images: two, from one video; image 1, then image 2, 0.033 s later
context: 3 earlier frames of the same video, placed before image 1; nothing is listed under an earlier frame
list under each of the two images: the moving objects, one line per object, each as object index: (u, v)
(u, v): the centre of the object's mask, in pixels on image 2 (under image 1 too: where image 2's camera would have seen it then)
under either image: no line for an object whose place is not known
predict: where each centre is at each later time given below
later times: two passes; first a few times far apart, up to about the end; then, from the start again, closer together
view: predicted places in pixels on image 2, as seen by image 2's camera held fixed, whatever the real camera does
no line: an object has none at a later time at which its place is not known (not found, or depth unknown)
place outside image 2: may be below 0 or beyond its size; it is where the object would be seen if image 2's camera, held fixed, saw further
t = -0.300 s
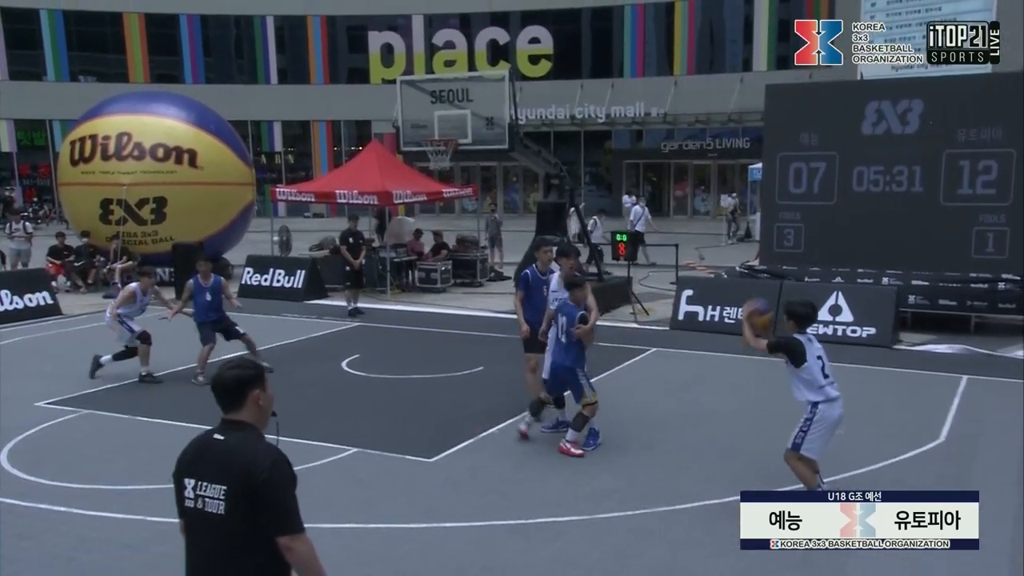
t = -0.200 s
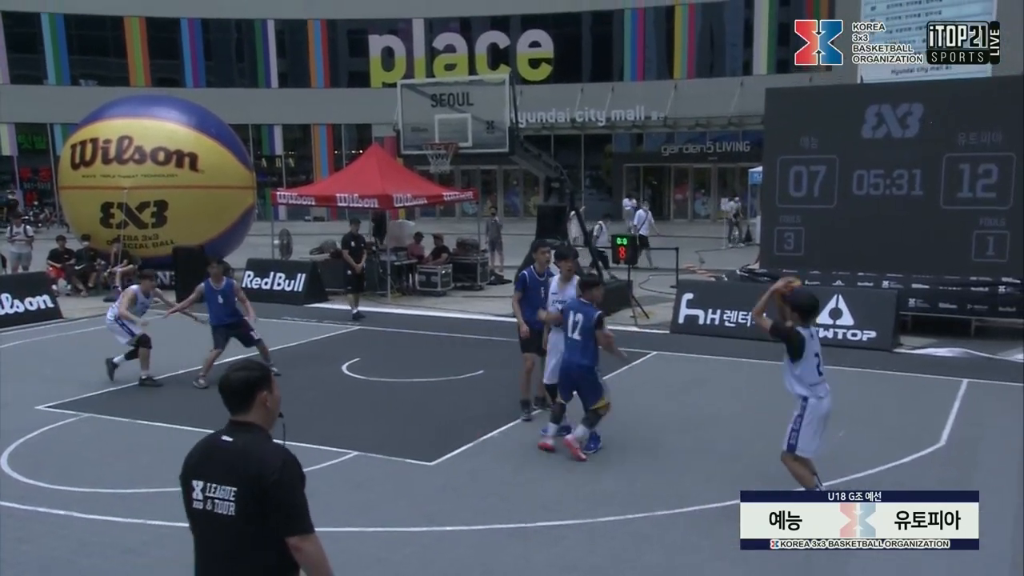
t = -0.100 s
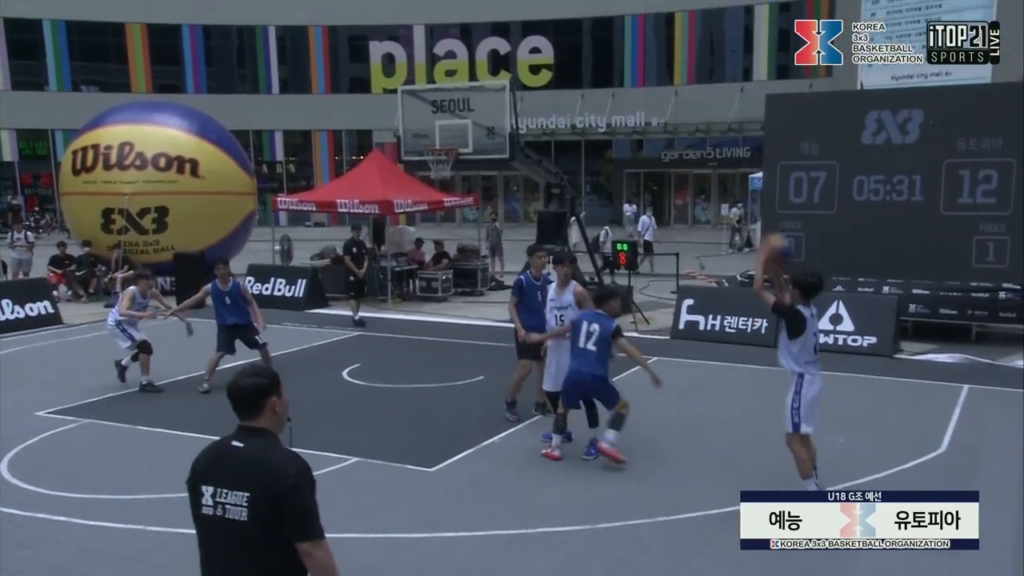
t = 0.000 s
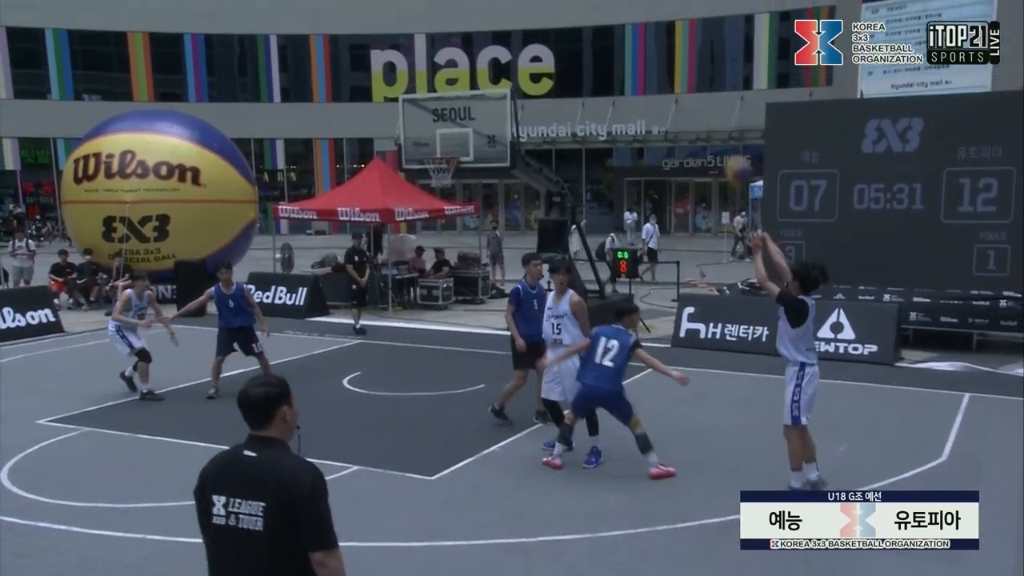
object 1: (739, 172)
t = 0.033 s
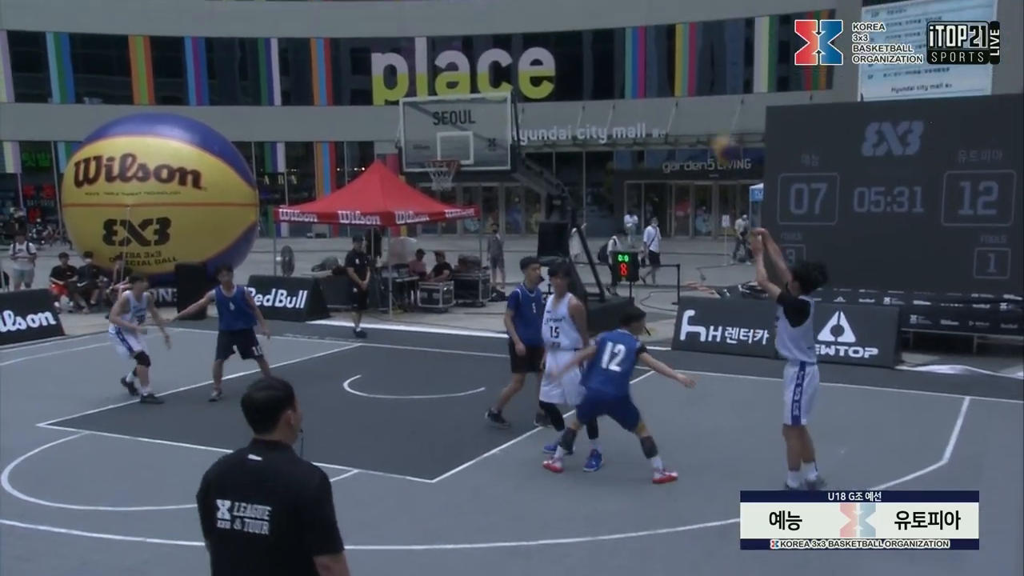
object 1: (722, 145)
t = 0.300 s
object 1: (634, 17)
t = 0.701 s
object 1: (533, -13)
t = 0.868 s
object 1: (498, 16)
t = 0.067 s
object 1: (713, 124)
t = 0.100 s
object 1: (701, 105)
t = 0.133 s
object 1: (688, 86)
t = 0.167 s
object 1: (676, 68)
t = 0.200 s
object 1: (666, 52)
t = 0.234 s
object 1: (655, 36)
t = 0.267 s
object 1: (643, 25)
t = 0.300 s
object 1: (634, 17)
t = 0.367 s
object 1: (614, 0)
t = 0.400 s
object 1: (604, -6)
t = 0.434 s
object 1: (596, -12)
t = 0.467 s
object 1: (588, -16)
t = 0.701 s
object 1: (533, -13)
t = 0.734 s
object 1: (525, -8)
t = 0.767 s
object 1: (518, -3)
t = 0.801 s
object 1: (511, 3)
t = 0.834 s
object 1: (505, 9)
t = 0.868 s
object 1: (498, 16)
